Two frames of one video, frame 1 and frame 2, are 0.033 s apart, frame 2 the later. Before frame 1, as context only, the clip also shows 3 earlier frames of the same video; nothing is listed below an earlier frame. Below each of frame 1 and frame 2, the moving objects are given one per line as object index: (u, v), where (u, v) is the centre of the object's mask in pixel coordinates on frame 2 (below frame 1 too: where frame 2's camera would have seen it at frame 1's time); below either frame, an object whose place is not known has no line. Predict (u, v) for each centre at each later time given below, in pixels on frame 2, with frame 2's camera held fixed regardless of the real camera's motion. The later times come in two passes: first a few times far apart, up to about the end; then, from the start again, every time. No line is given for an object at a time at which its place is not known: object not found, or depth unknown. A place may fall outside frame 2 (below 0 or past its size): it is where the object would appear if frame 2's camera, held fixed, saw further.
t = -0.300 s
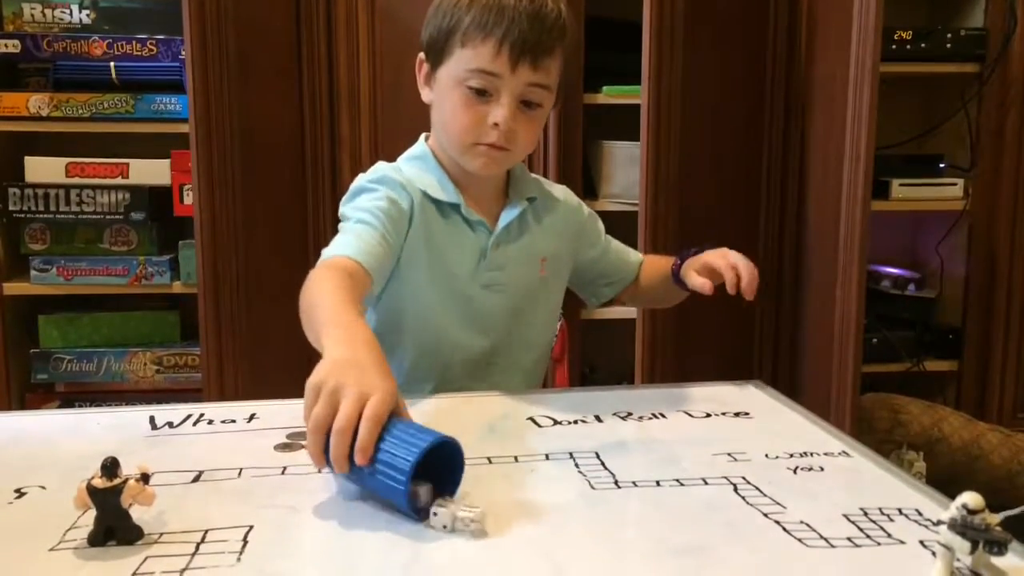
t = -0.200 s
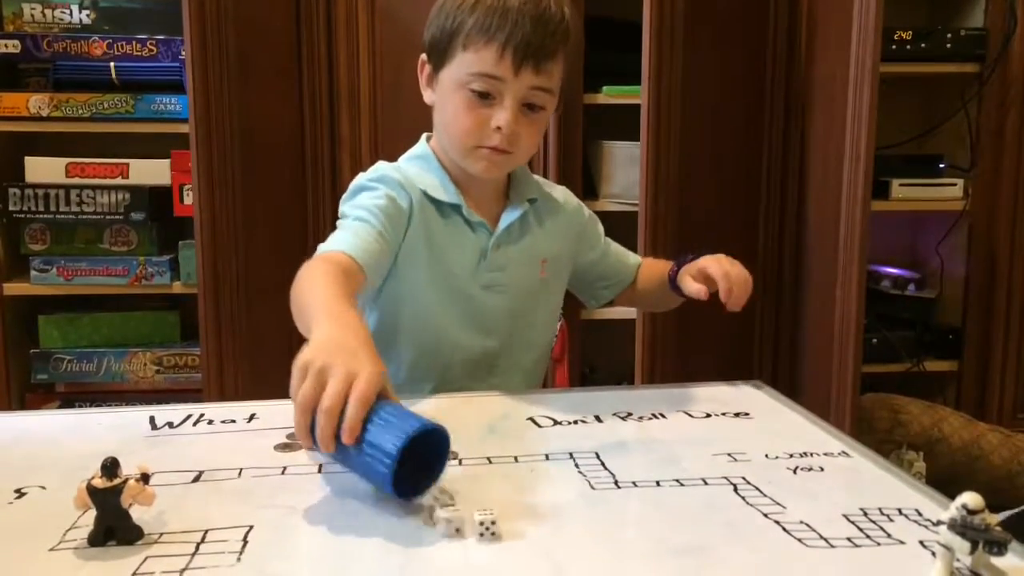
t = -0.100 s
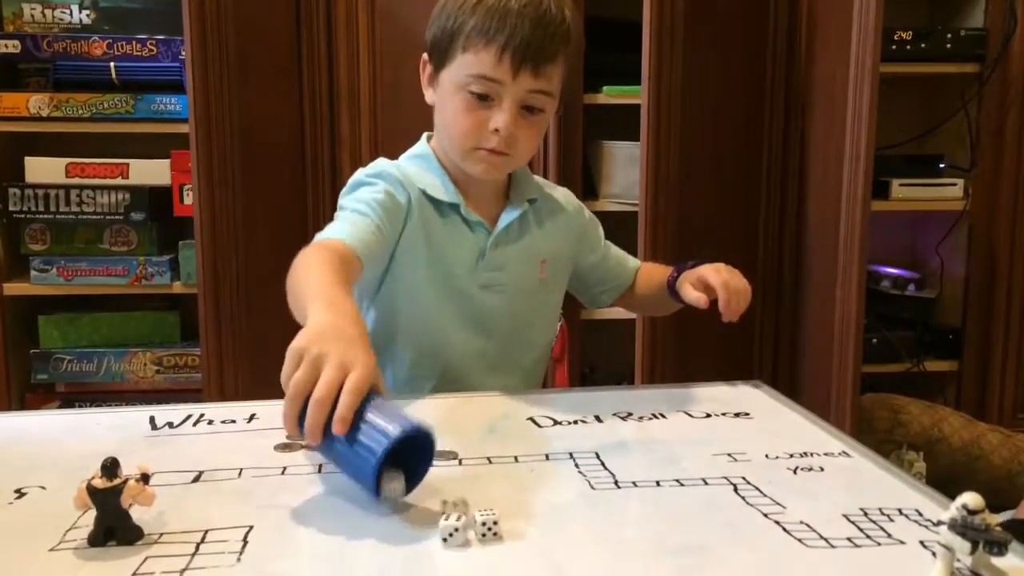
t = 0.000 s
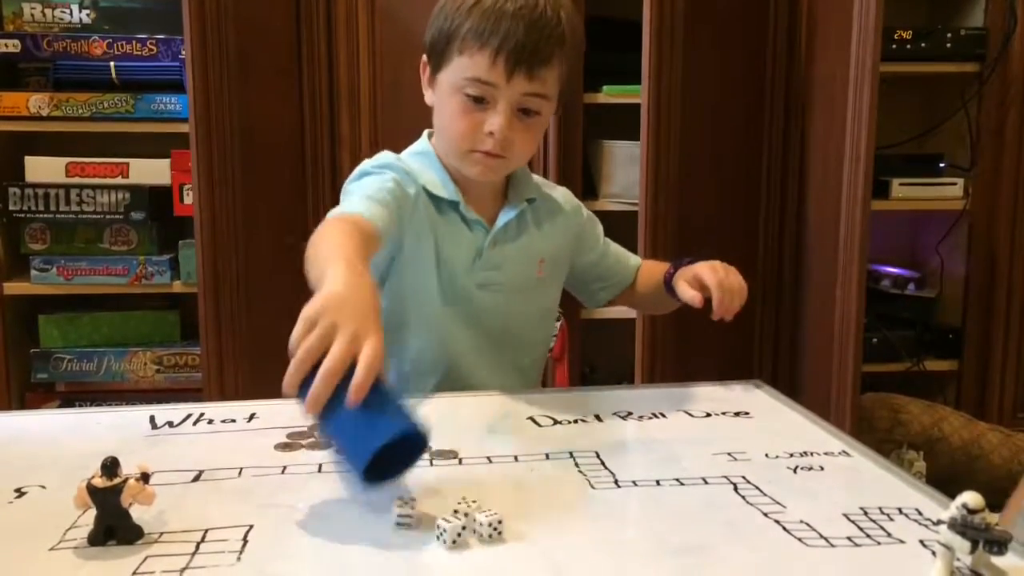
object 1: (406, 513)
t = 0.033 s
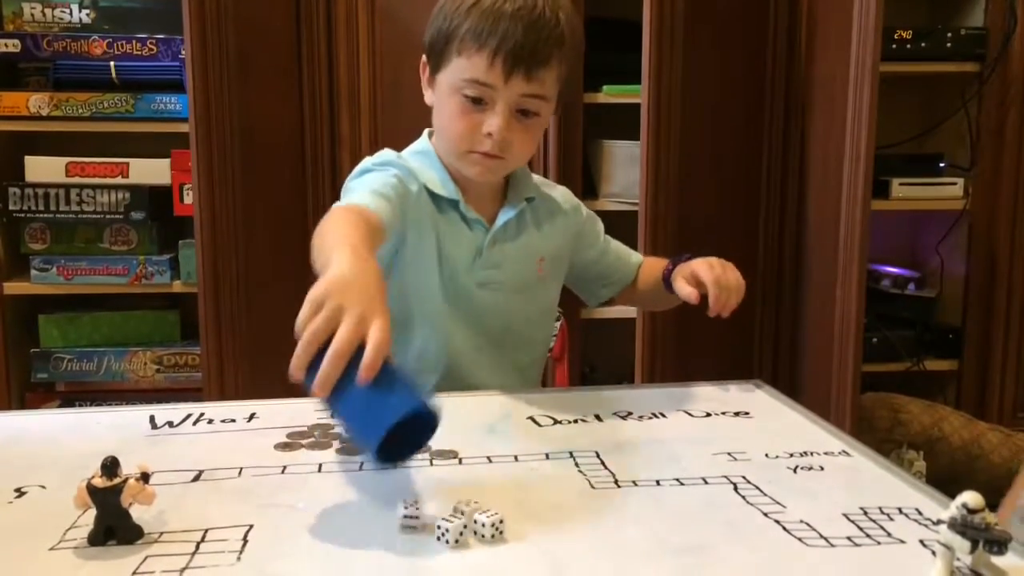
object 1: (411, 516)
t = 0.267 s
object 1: (411, 524)
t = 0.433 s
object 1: (411, 524)
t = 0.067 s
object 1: (412, 518)
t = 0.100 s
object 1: (414, 520)
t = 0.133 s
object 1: (414, 522)
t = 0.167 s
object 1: (413, 524)
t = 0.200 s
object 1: (414, 524)
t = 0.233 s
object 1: (411, 524)
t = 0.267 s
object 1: (411, 524)
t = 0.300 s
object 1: (410, 523)
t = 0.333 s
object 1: (410, 524)
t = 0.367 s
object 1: (410, 524)
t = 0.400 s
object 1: (411, 525)
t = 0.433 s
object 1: (411, 524)
